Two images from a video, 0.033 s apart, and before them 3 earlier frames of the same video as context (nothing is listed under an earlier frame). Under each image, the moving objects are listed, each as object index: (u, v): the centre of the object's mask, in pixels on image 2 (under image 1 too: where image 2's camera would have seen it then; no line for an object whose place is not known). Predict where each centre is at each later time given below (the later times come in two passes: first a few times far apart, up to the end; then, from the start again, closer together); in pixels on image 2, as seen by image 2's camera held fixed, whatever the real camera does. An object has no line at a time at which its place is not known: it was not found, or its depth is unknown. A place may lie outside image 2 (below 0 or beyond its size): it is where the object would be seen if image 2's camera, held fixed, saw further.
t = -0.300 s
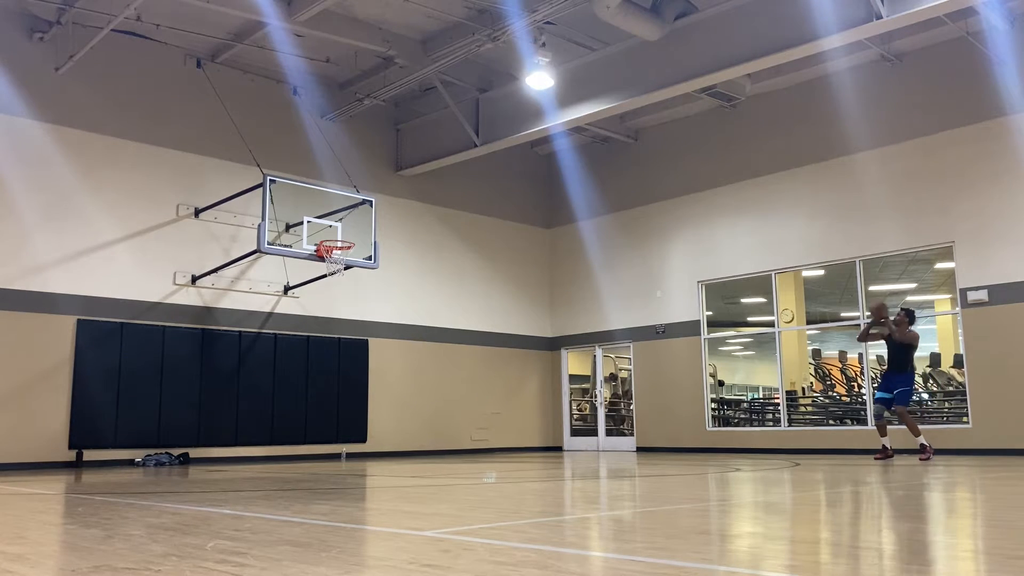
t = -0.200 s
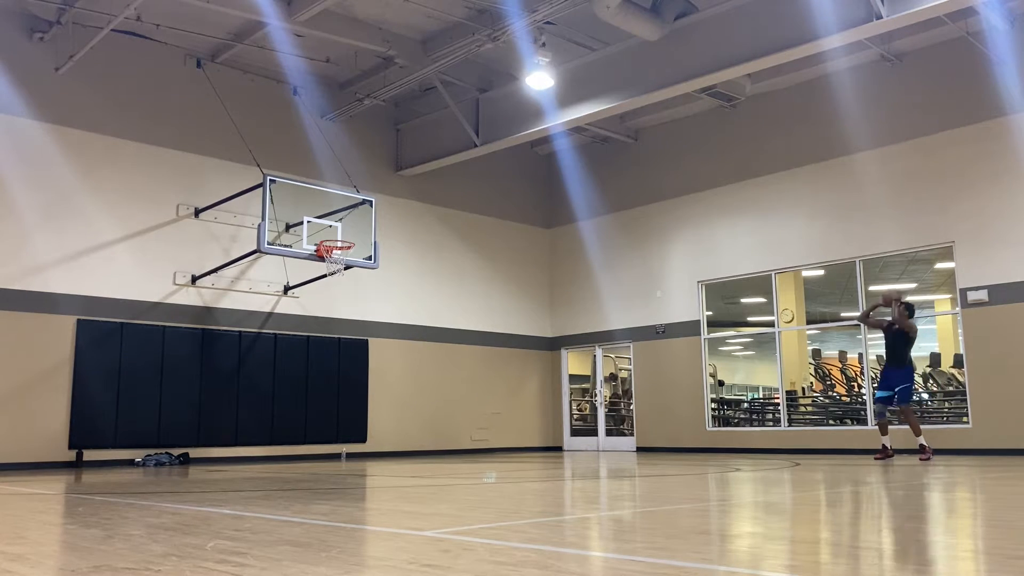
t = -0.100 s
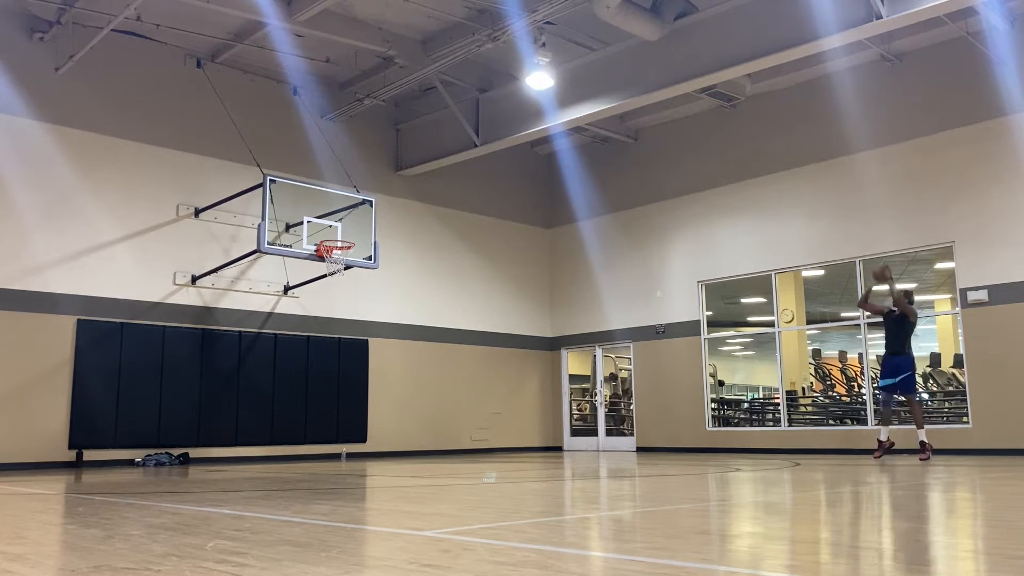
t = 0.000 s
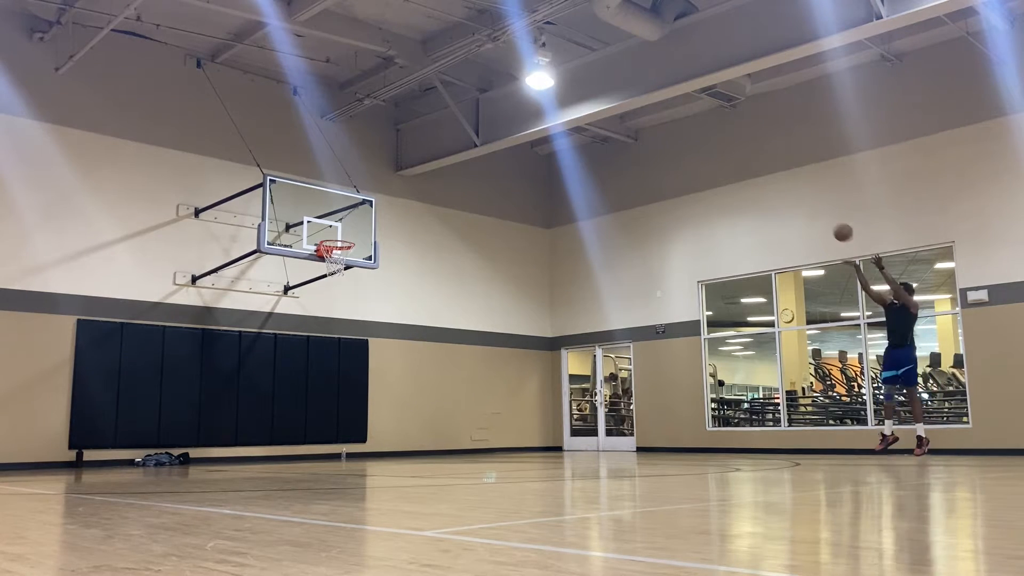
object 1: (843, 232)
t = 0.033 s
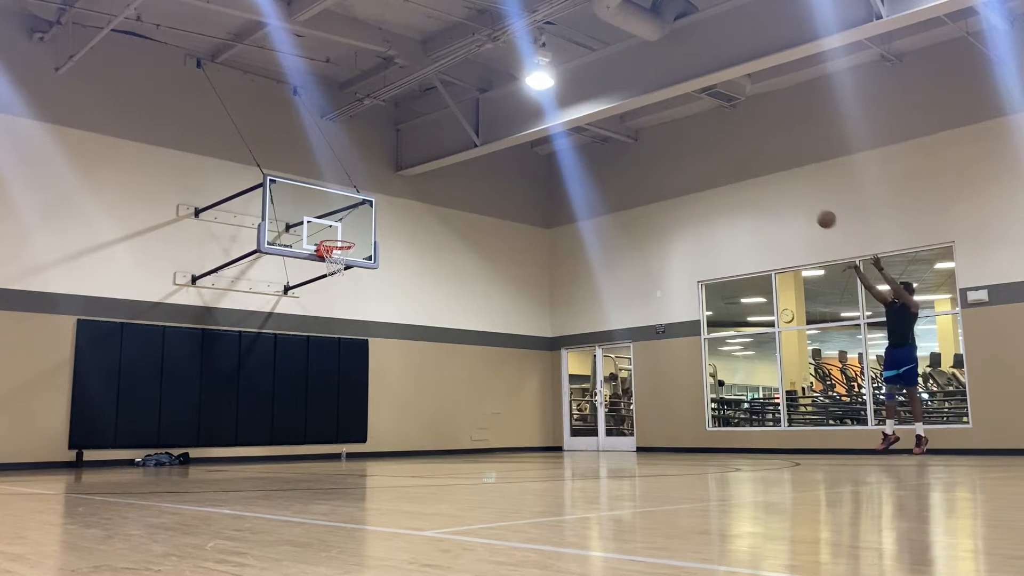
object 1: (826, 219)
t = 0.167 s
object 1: (763, 176)
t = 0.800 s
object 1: (501, 137)
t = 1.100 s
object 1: (385, 207)
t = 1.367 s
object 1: (329, 217)
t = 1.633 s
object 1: (293, 226)
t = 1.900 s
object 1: (285, 260)
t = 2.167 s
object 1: (273, 348)
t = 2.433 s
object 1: (261, 432)
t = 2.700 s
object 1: (254, 337)
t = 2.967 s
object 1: (246, 297)
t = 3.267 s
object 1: (232, 323)
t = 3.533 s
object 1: (218, 411)
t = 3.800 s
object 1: (208, 398)
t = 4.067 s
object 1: (201, 341)
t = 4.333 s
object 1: (190, 350)
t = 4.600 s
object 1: (176, 430)
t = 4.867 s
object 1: (168, 402)
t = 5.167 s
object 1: (158, 376)
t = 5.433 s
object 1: (145, 433)
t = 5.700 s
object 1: (134, 417)
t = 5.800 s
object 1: (130, 404)
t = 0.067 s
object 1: (810, 207)
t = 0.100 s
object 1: (794, 196)
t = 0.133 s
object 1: (779, 185)
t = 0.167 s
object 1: (763, 176)
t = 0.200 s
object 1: (747, 167)
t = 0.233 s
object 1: (732, 159)
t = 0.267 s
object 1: (718, 152)
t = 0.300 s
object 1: (703, 145)
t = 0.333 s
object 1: (689, 139)
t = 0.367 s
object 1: (673, 134)
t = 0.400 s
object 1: (659, 130)
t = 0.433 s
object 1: (645, 127)
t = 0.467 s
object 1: (632, 124)
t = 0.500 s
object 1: (618, 123)
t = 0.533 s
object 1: (605, 121)
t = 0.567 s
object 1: (592, 121)
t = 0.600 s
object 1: (579, 122)
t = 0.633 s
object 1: (566, 123)
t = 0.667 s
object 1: (552, 124)
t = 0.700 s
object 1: (539, 126)
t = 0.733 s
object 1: (526, 129)
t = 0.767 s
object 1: (514, 132)
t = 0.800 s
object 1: (501, 137)
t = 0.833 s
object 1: (489, 142)
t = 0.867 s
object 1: (476, 147)
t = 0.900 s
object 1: (463, 153)
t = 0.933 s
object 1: (451, 160)
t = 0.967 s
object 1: (438, 168)
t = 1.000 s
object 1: (425, 177)
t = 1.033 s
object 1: (412, 186)
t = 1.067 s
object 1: (400, 196)
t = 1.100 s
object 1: (385, 207)
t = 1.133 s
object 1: (374, 218)
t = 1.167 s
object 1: (361, 229)
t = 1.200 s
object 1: (352, 235)
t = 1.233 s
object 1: (348, 230)
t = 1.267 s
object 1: (343, 225)
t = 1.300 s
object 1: (339, 222)
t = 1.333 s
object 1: (333, 219)
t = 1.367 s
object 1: (329, 217)
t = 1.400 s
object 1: (324, 216)
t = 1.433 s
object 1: (319, 215)
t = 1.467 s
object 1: (315, 216)
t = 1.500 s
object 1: (310, 217)
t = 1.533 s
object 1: (306, 218)
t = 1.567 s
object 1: (300, 221)
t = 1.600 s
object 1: (294, 224)
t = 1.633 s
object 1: (293, 226)
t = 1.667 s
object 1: (292, 227)
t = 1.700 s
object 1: (291, 229)
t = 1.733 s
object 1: (290, 232)
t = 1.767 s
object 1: (289, 236)
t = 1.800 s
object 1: (288, 241)
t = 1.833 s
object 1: (286, 247)
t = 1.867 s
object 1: (286, 253)
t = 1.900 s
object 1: (285, 260)
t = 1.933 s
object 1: (283, 268)
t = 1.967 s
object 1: (282, 276)
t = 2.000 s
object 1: (281, 286)
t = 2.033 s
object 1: (280, 297)
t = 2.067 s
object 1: (278, 308)
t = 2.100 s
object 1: (277, 321)
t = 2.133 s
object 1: (275, 334)
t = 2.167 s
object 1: (273, 348)
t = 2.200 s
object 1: (272, 364)
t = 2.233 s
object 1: (270, 380)
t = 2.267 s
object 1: (269, 397)
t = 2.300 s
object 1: (267, 416)
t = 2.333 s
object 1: (265, 435)
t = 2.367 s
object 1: (263, 456)
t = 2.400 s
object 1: (262, 448)
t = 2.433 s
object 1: (261, 432)
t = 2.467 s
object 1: (260, 417)
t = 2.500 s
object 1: (260, 403)
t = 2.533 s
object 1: (259, 389)
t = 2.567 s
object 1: (258, 377)
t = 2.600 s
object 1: (257, 366)
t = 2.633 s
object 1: (257, 355)
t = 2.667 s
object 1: (256, 345)
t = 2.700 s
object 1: (254, 337)
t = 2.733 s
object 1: (253, 329)
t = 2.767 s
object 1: (252, 321)
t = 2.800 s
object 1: (251, 315)
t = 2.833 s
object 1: (250, 309)
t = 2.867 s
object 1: (249, 305)
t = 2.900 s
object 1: (248, 301)
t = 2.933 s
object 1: (247, 299)
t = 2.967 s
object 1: (246, 297)
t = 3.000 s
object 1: (244, 296)
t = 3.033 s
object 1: (243, 296)
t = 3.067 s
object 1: (242, 297)
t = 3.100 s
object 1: (240, 299)
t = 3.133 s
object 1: (239, 301)
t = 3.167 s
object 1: (238, 305)
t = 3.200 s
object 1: (236, 309)
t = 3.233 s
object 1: (234, 315)
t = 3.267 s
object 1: (232, 323)
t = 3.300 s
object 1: (231, 329)
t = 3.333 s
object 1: (230, 338)
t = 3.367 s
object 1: (227, 347)
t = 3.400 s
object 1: (225, 358)
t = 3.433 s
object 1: (223, 369)
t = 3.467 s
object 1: (222, 382)
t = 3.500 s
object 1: (220, 396)
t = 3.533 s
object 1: (218, 411)
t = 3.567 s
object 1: (216, 427)
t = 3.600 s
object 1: (214, 444)
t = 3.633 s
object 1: (211, 462)
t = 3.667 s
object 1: (211, 451)
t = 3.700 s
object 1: (210, 435)
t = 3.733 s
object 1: (209, 422)
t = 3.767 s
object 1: (209, 409)
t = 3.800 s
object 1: (208, 398)
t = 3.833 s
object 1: (207, 387)
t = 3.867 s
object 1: (207, 378)
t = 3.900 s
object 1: (206, 369)
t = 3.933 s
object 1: (205, 362)
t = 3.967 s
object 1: (204, 355)
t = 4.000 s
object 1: (203, 349)
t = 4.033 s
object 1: (202, 344)
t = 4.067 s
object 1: (201, 341)
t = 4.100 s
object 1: (200, 339)
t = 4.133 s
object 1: (199, 338)
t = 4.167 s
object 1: (198, 337)
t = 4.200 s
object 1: (196, 338)
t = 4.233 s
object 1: (195, 339)
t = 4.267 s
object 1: (193, 341)
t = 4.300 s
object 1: (192, 345)
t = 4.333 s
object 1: (190, 350)
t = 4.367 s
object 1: (189, 356)
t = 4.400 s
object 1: (187, 363)
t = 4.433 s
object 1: (185, 371)
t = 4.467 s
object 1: (184, 380)
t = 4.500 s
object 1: (182, 391)
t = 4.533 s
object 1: (180, 402)
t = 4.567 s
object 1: (178, 415)
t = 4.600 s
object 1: (176, 430)
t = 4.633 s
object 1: (174, 445)
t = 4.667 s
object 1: (172, 463)
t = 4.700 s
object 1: (171, 456)
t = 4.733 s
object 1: (171, 443)
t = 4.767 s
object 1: (170, 431)
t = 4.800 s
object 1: (169, 421)
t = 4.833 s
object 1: (168, 411)
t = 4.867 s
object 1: (168, 402)
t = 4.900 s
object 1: (167, 395)
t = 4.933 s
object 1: (166, 389)
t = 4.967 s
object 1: (166, 383)
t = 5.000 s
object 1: (164, 379)
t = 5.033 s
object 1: (163, 376)
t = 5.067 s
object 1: (162, 374)
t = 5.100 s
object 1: (161, 374)
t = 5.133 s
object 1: (160, 374)
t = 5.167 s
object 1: (158, 376)
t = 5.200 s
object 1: (157, 379)
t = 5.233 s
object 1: (156, 383)
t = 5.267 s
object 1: (154, 388)
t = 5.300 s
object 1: (152, 395)
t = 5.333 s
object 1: (151, 402)
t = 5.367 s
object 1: (149, 411)
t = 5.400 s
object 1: (147, 421)
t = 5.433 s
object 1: (145, 433)
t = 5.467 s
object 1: (143, 446)
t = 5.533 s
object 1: (139, 464)
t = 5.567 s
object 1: (139, 452)
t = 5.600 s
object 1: (138, 441)
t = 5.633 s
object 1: (136, 432)
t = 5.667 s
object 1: (135, 424)
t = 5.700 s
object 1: (134, 417)
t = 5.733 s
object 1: (133, 411)
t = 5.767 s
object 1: (131, 407)
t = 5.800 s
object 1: (130, 404)
